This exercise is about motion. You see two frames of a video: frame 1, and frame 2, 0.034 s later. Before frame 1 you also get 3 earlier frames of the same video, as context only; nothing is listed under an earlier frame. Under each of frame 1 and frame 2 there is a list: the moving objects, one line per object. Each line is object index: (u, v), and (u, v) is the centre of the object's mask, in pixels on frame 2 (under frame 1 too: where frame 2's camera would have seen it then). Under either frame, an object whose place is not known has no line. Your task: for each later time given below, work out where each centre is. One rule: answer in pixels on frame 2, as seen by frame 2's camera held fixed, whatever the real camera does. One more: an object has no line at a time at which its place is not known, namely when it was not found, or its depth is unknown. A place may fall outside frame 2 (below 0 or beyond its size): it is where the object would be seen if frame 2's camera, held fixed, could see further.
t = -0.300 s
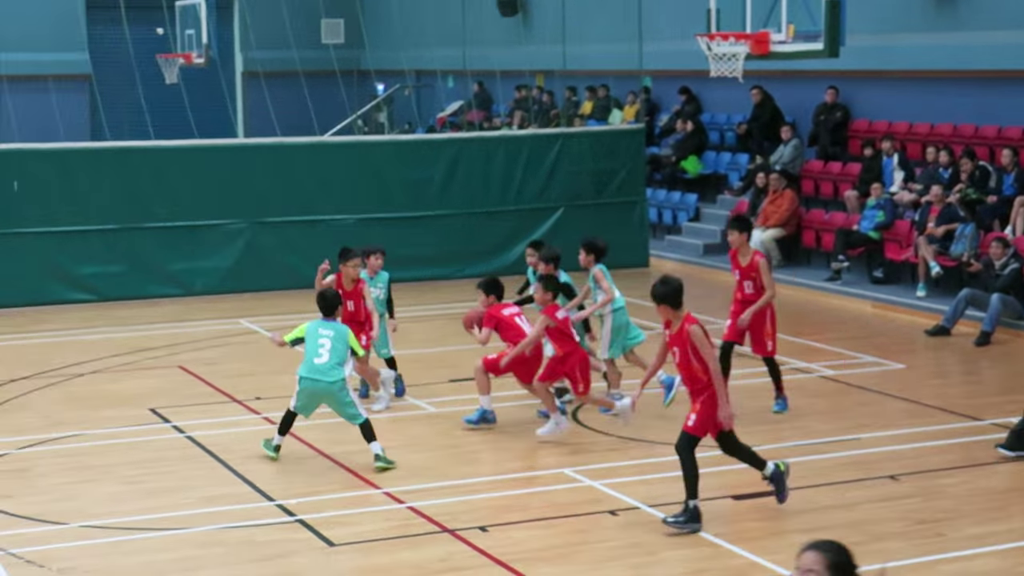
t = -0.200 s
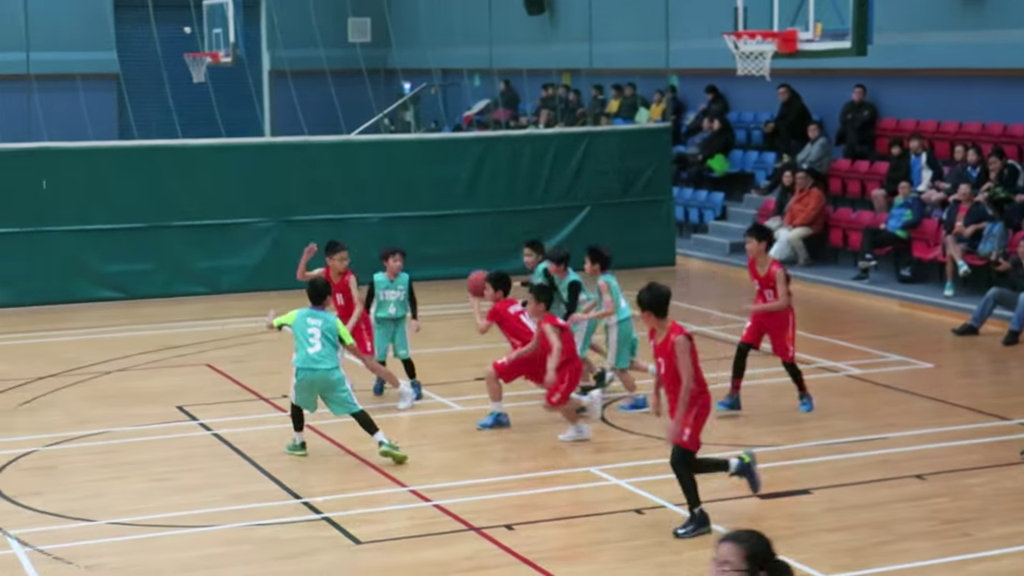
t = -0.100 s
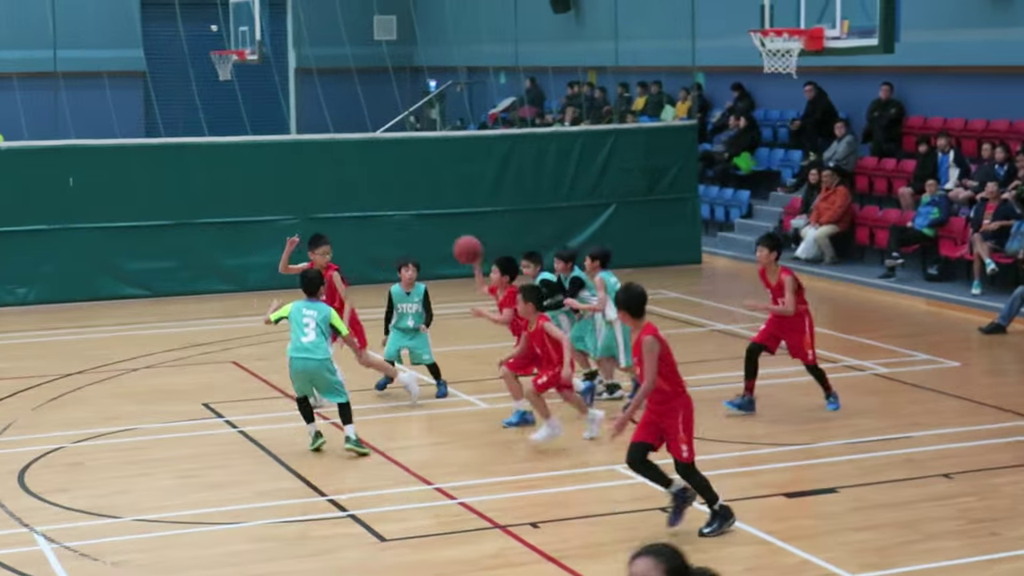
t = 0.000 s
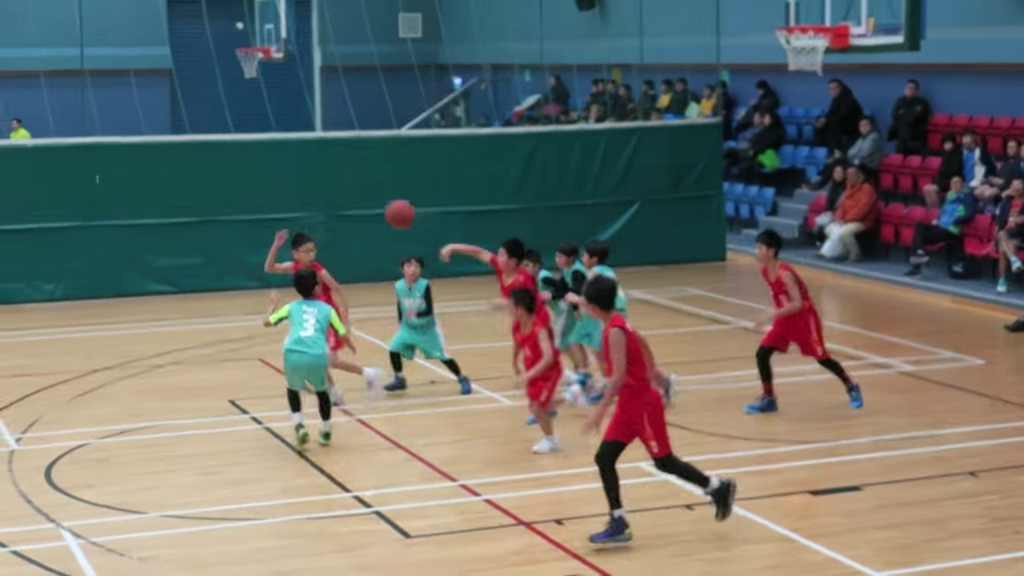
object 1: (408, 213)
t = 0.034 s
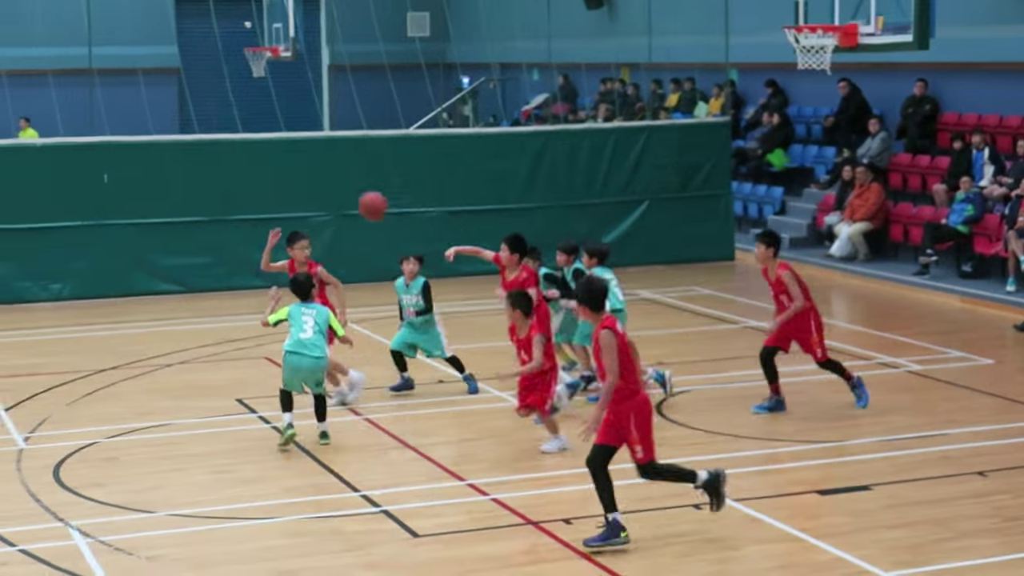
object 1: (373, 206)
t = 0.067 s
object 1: (337, 200)
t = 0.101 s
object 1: (302, 196)
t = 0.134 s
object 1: (266, 192)
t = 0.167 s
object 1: (230, 191)
